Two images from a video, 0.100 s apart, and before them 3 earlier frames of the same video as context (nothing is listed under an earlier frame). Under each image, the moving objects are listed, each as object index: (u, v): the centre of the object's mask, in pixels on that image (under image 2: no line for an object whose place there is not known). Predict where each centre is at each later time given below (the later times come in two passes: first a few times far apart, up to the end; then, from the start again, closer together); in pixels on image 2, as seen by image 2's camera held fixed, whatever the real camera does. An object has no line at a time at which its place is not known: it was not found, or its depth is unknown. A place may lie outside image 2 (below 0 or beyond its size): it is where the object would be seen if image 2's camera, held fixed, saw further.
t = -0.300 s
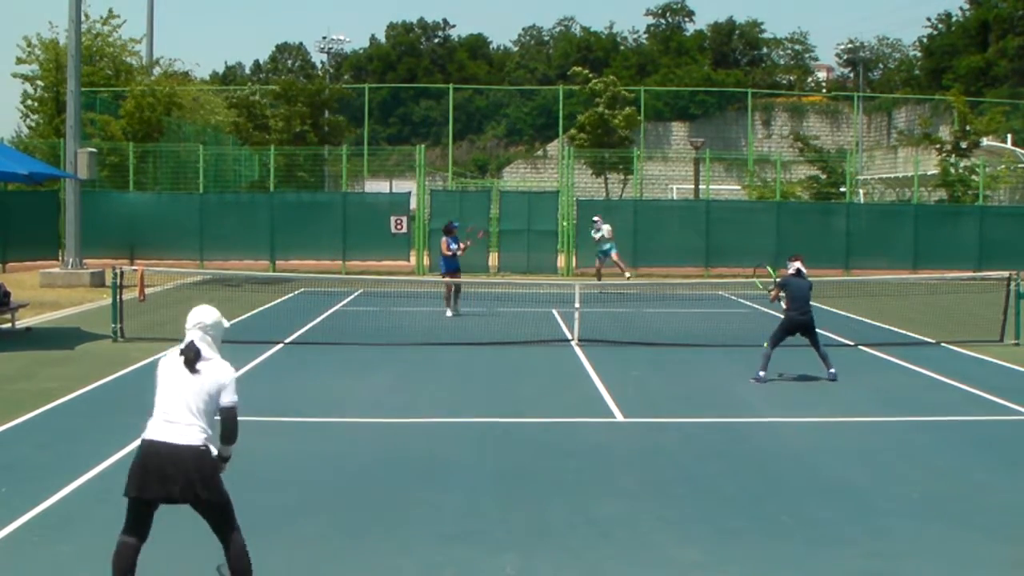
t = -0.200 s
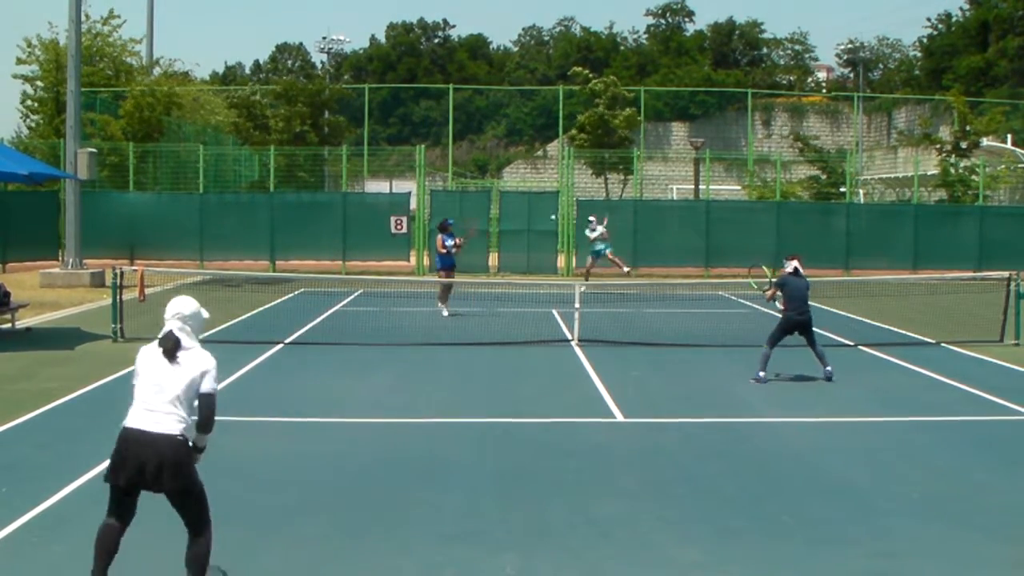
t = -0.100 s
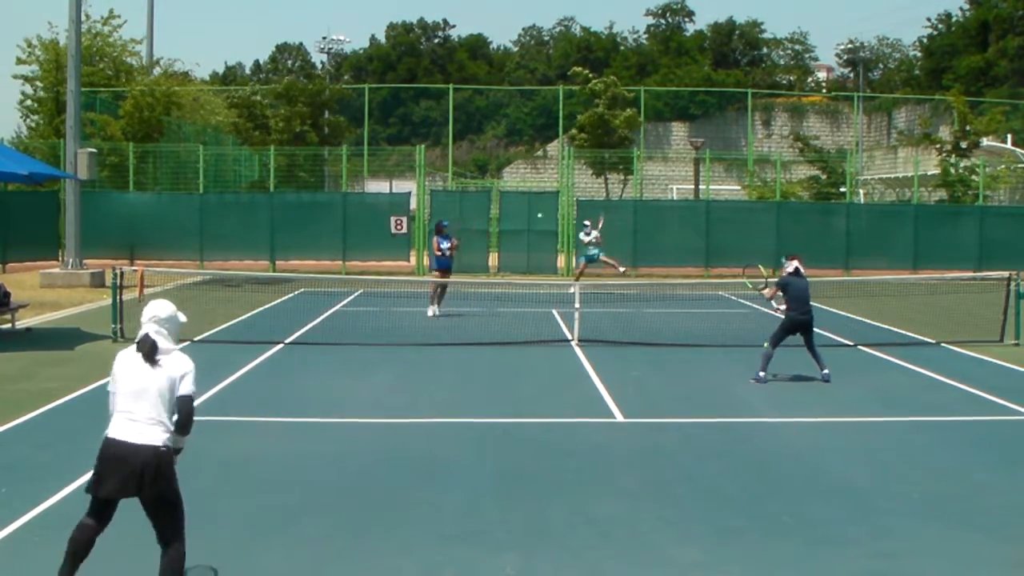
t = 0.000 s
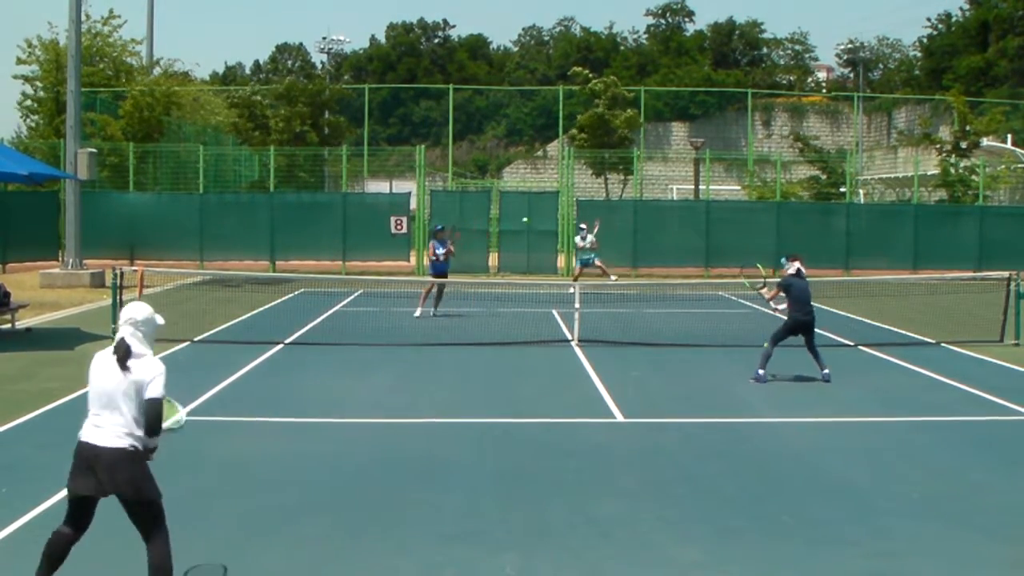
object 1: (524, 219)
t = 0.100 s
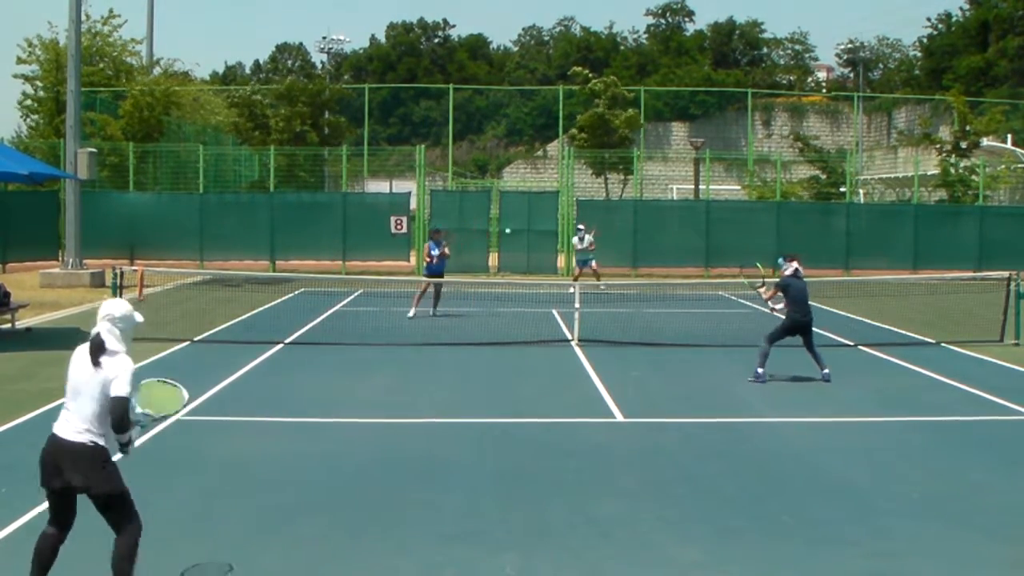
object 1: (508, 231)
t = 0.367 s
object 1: (445, 312)
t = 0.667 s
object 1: (376, 342)
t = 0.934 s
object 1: (320, 325)
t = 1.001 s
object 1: (303, 336)
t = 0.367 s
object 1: (445, 312)
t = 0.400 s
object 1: (437, 329)
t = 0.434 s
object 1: (426, 348)
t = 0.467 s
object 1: (416, 370)
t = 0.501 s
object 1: (405, 390)
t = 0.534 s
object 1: (400, 379)
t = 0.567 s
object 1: (394, 369)
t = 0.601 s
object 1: (389, 359)
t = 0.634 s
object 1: (383, 350)
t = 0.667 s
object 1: (376, 342)
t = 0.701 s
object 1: (370, 336)
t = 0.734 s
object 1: (364, 330)
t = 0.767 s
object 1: (357, 326)
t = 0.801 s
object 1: (351, 323)
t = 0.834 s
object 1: (343, 321)
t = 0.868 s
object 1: (336, 322)
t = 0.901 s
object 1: (328, 323)
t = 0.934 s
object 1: (320, 325)
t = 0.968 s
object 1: (312, 329)
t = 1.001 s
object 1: (303, 336)
